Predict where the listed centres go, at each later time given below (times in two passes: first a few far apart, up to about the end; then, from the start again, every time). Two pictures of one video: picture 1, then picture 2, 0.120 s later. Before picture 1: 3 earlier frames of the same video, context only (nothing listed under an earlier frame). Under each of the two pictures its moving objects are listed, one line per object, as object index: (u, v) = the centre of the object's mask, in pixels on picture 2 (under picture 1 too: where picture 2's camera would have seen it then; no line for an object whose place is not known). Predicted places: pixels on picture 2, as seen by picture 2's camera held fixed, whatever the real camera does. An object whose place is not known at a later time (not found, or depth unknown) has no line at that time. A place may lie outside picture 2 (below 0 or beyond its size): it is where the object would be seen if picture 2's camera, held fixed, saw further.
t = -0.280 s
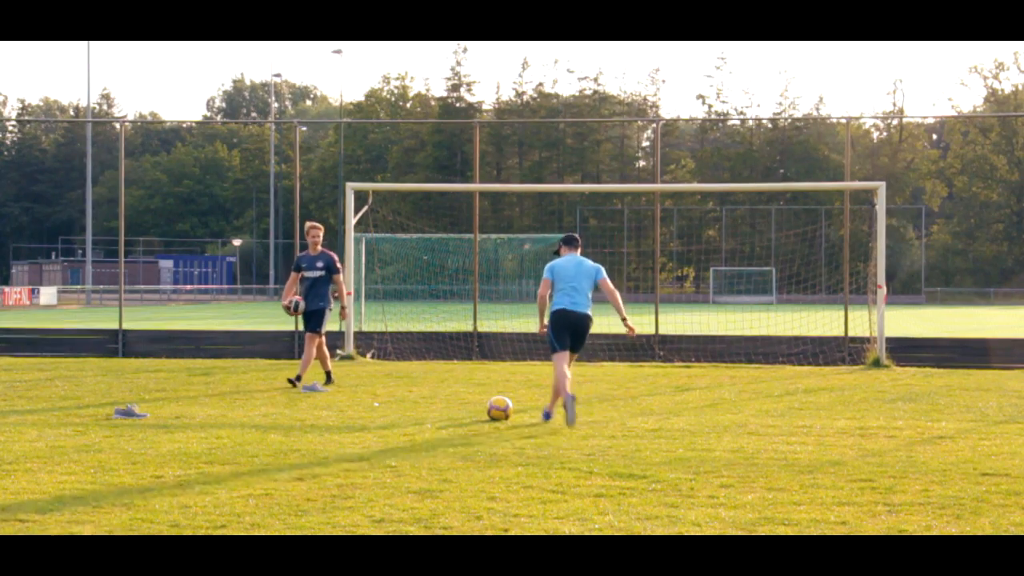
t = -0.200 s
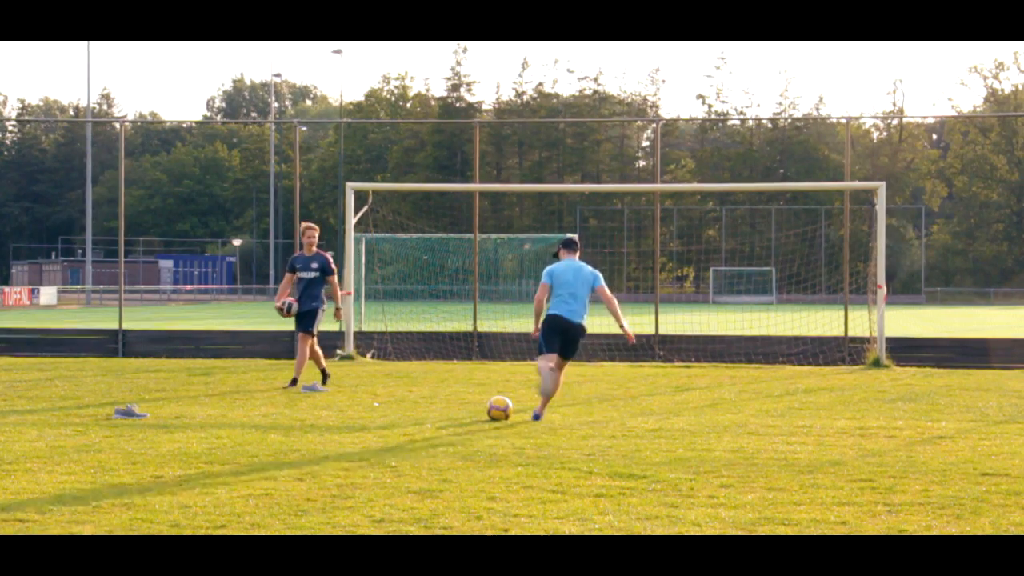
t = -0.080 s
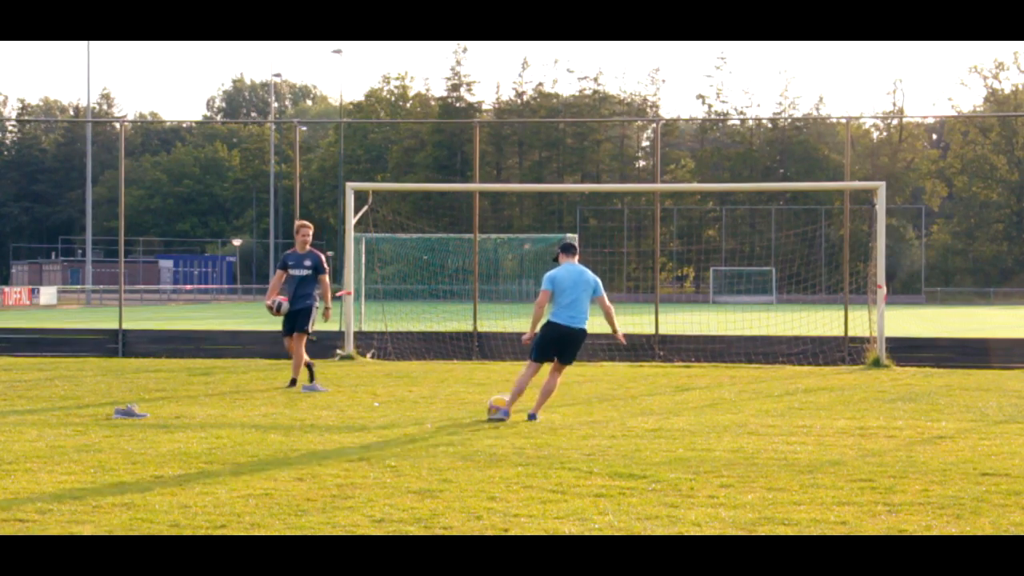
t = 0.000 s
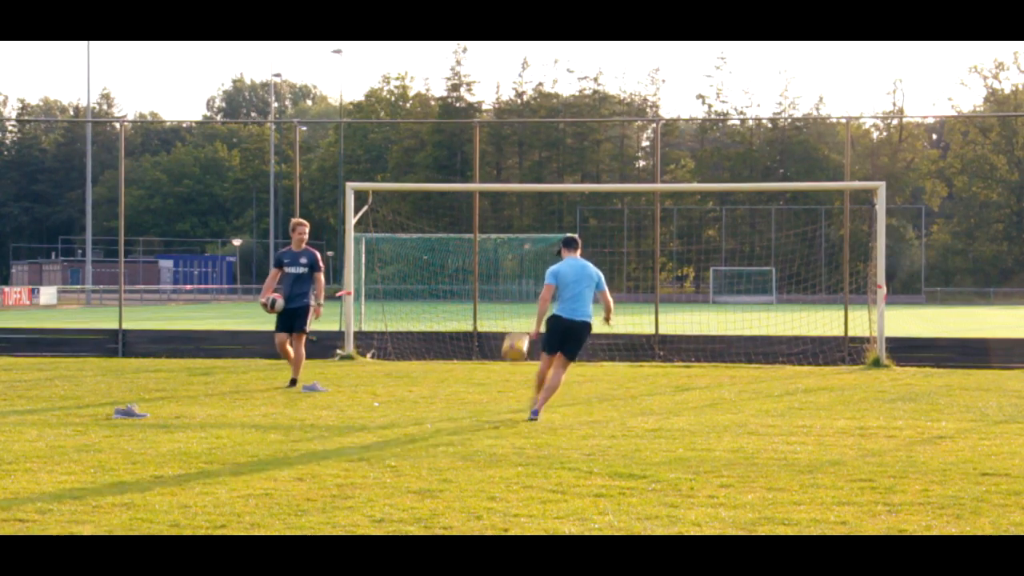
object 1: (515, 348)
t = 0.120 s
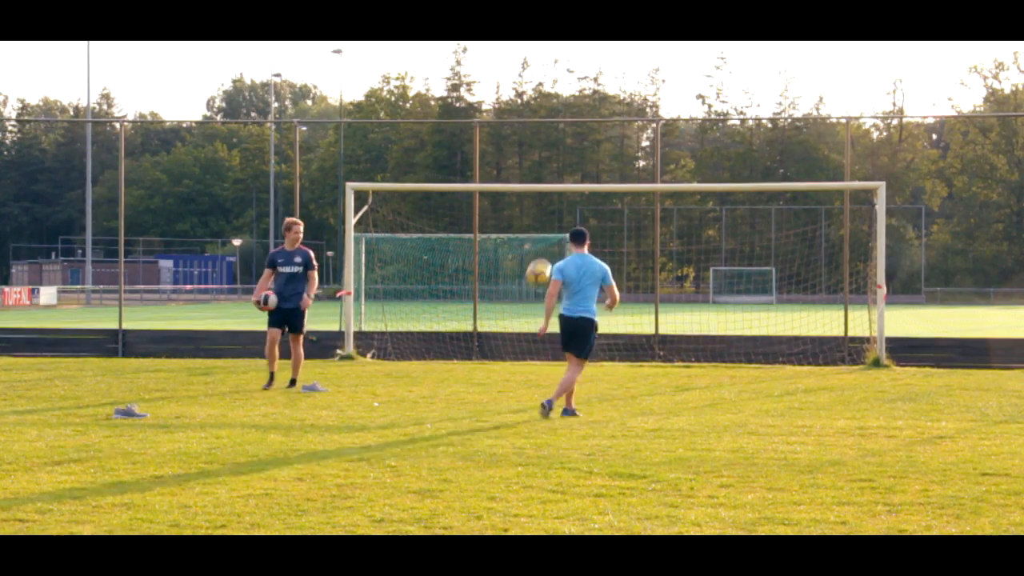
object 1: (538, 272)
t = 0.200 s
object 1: (554, 236)
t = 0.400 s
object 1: (584, 175)
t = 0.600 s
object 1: (612, 150)
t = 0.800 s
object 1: (637, 153)
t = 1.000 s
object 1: (661, 177)
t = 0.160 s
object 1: (546, 259)
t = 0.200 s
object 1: (554, 236)
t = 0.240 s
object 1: (561, 220)
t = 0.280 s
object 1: (566, 207)
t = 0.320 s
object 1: (573, 195)
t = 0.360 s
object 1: (579, 184)
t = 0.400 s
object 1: (584, 175)
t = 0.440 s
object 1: (590, 168)
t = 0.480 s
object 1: (595, 162)
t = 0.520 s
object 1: (601, 156)
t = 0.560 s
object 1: (607, 153)
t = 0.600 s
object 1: (612, 150)
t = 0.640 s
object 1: (617, 149)
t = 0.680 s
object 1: (622, 148)
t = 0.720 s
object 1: (627, 148)
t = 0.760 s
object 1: (632, 151)
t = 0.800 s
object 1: (637, 153)
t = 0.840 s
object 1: (642, 157)
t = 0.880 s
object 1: (647, 160)
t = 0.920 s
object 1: (651, 166)
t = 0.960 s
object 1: (656, 171)
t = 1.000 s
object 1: (661, 177)
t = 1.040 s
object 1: (665, 184)
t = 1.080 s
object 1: (667, 197)
